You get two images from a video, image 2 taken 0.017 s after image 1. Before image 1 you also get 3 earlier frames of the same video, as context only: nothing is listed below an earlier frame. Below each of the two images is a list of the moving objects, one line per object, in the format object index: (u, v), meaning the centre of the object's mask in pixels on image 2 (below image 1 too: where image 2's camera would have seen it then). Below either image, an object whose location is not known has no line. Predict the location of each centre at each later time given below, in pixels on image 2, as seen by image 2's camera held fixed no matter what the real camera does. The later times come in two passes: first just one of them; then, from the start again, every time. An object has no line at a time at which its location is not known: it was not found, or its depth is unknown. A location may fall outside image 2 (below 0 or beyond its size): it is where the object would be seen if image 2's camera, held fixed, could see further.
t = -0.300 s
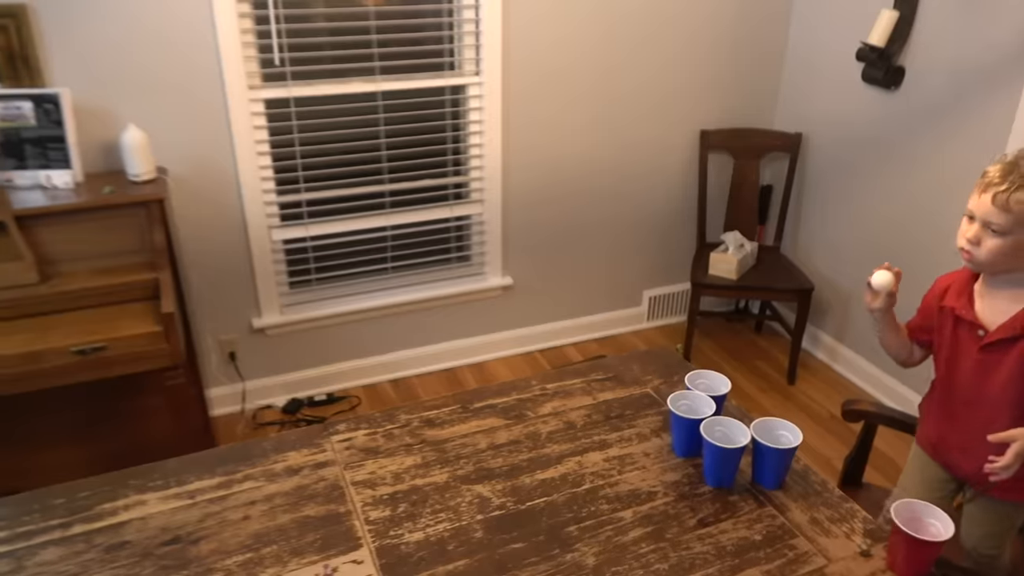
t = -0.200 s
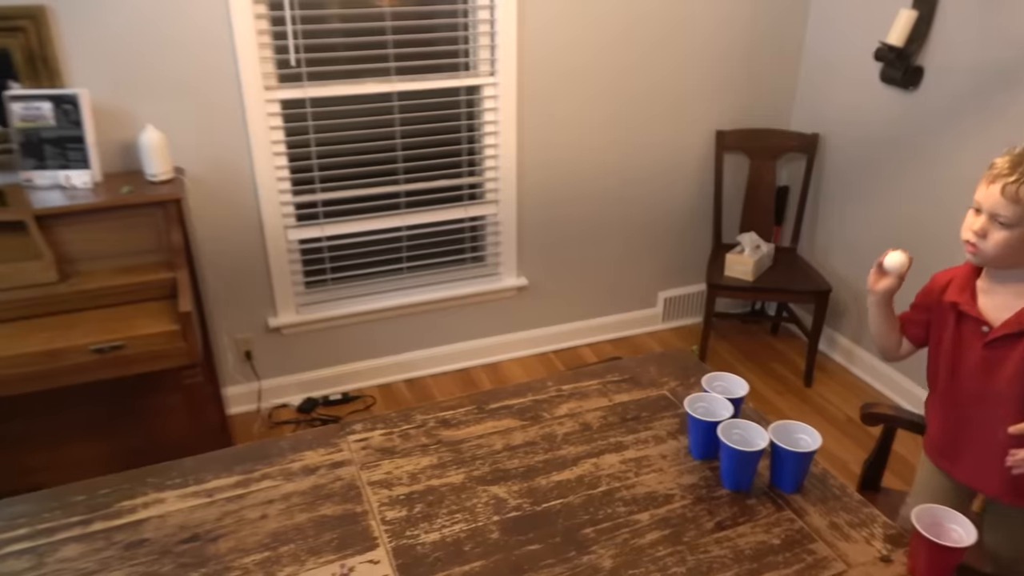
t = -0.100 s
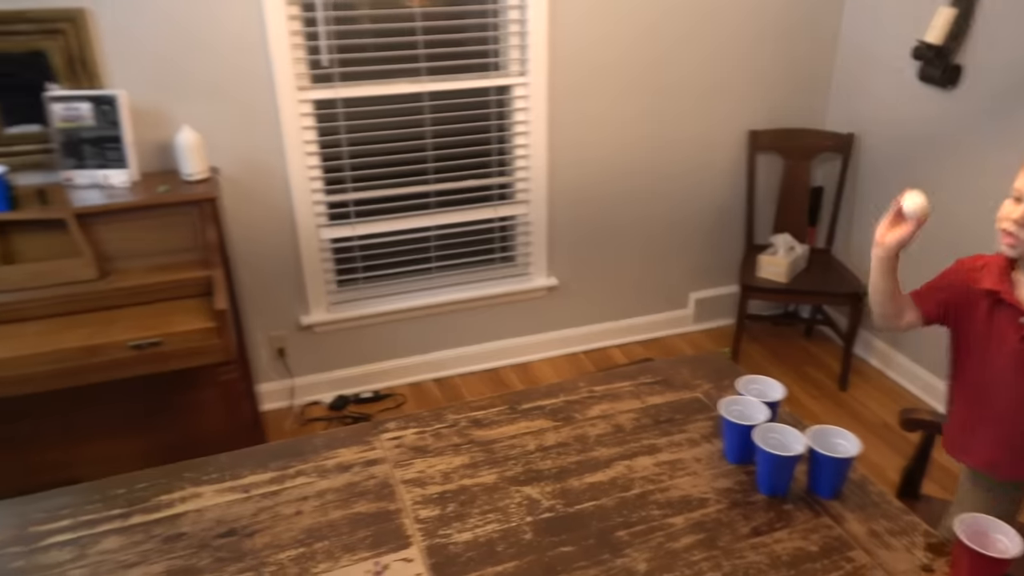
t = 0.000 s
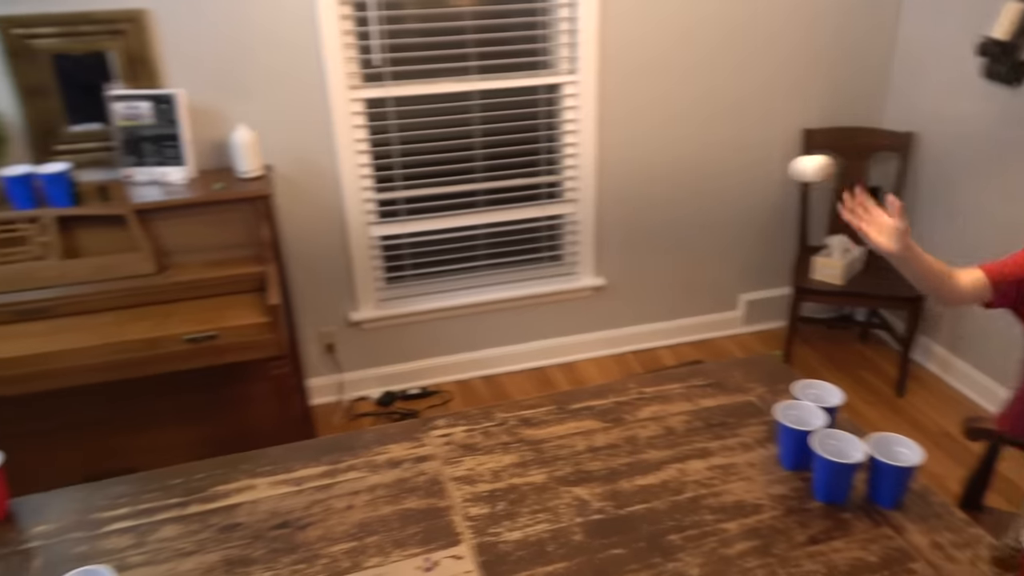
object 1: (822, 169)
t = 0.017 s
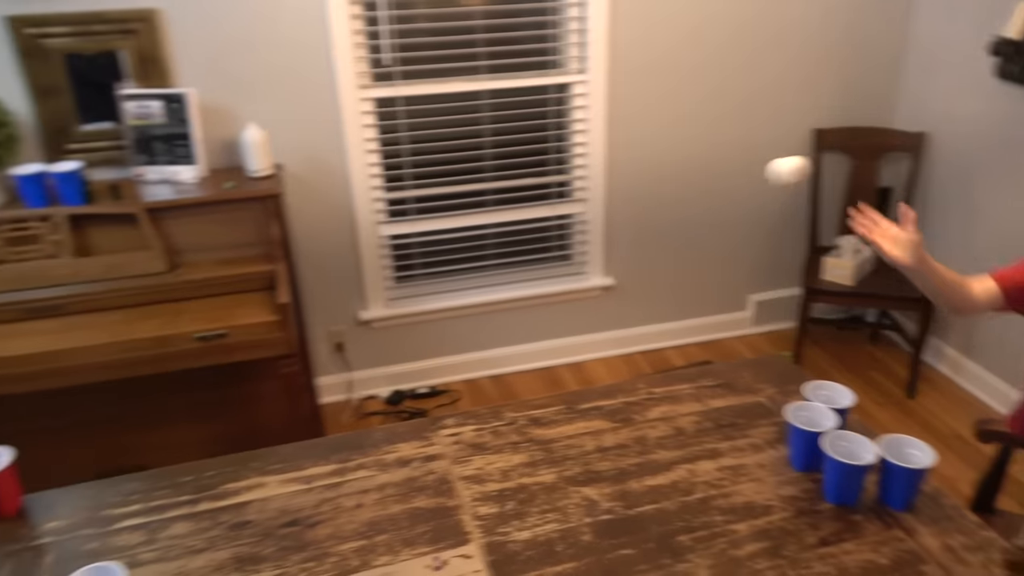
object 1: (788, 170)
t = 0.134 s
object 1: (536, 235)
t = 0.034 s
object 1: (753, 174)
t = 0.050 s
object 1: (718, 179)
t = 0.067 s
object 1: (683, 186)
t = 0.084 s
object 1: (648, 194)
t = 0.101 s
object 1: (613, 205)
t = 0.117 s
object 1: (576, 218)
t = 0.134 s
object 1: (536, 235)
